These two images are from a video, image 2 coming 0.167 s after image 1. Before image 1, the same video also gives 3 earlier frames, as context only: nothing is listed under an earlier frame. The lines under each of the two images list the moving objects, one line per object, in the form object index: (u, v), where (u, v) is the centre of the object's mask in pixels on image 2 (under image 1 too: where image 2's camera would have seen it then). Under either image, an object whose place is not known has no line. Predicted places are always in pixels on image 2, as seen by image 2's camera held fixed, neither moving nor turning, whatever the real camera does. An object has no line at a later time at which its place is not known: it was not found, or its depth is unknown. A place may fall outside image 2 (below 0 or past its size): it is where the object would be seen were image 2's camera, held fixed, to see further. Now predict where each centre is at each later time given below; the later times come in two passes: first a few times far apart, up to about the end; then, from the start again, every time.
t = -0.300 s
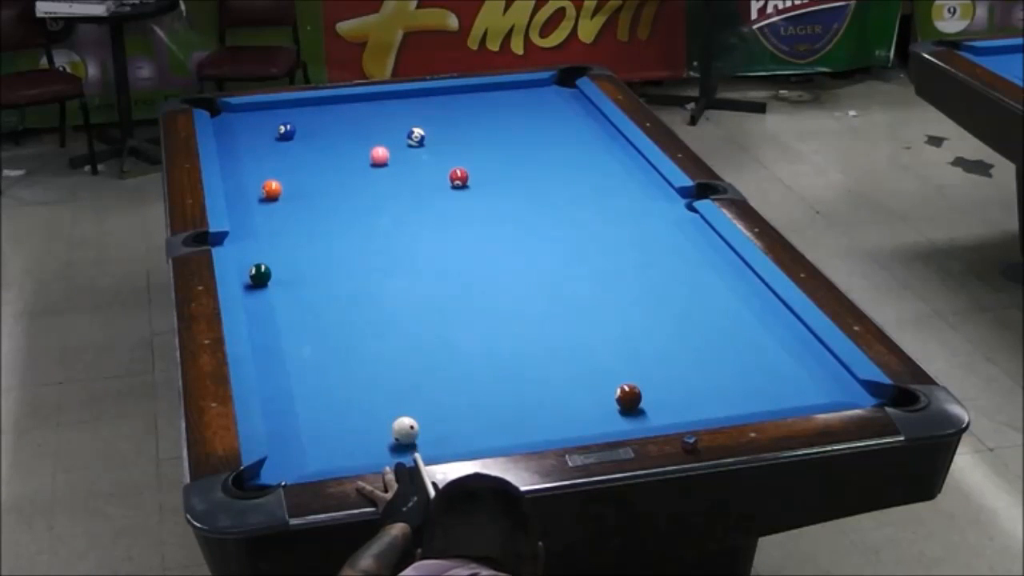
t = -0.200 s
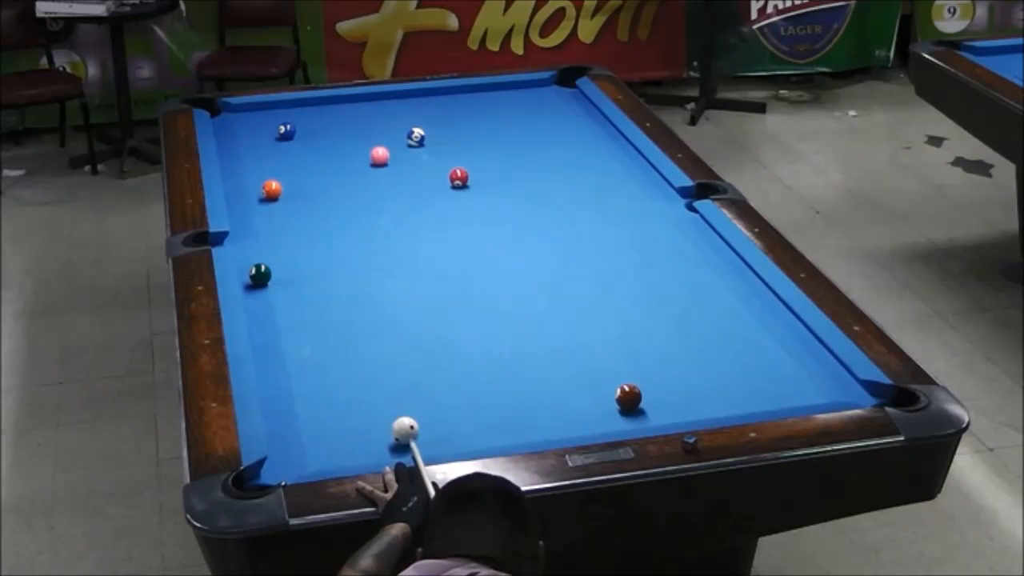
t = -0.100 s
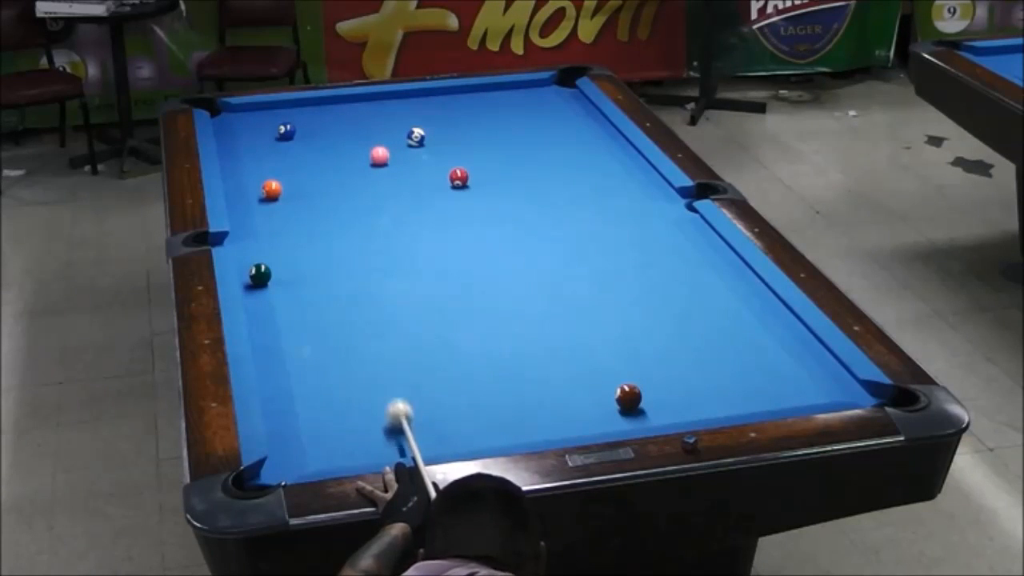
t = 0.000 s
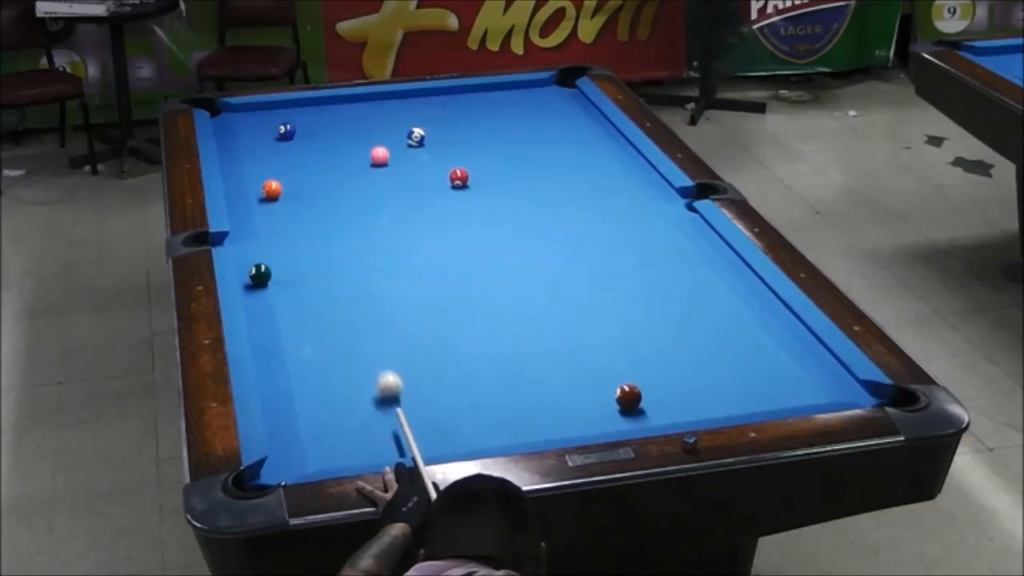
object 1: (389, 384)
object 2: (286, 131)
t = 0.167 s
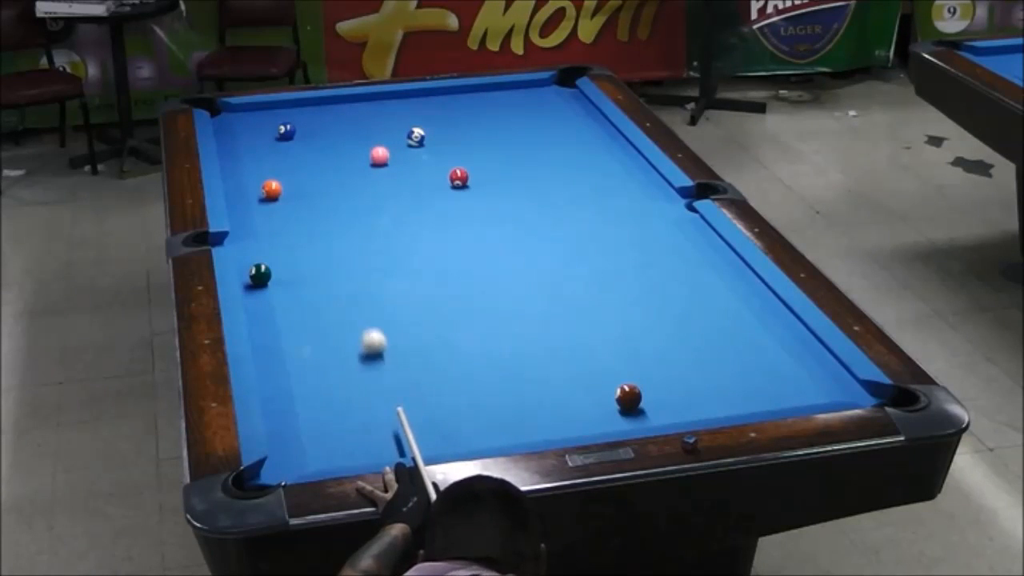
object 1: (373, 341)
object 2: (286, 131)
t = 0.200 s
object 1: (370, 333)
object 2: (286, 131)
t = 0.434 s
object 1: (352, 282)
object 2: (286, 131)
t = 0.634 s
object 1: (338, 245)
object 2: (286, 131)
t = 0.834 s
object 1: (326, 212)
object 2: (286, 131)
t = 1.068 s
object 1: (313, 179)
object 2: (286, 131)
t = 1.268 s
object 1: (304, 153)
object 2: (286, 131)
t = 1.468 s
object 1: (301, 133)
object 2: (281, 129)
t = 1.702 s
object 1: (322, 122)
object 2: (253, 119)
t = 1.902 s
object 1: (338, 112)
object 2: (234, 110)
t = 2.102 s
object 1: (353, 103)
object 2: (222, 112)
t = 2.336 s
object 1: (369, 97)
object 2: (222, 116)
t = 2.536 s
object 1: (381, 100)
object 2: (227, 120)
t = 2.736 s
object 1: (392, 103)
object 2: (238, 122)
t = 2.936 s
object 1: (403, 105)
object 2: (245, 123)
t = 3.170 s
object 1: (415, 107)
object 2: (252, 126)
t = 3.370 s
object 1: (424, 109)
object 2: (257, 128)
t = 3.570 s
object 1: (432, 111)
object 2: (262, 128)
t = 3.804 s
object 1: (442, 113)
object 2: (267, 130)
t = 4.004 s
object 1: (448, 115)
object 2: (270, 131)
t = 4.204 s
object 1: (454, 116)
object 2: (272, 132)
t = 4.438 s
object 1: (460, 117)
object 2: (274, 132)
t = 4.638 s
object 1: (465, 119)
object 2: (274, 133)
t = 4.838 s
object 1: (469, 120)
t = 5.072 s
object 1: (472, 120)
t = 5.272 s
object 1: (474, 120)
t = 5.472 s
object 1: (476, 121)
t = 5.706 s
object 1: (476, 121)
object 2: (276, 132)
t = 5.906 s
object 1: (477, 121)
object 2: (276, 133)
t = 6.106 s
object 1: (477, 121)
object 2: (275, 133)
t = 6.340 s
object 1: (477, 121)
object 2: (276, 132)
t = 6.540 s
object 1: (477, 121)
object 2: (275, 133)
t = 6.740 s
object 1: (476, 121)
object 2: (276, 132)
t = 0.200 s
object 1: (370, 333)
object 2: (286, 131)
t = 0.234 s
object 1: (368, 325)
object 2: (286, 131)
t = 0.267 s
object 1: (365, 317)
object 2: (286, 131)
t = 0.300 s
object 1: (362, 310)
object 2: (286, 131)
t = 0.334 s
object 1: (360, 303)
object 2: (286, 131)
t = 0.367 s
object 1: (357, 296)
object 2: (286, 131)
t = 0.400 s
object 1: (355, 289)
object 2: (286, 131)
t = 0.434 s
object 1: (352, 282)
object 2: (286, 131)
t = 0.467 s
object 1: (349, 276)
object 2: (286, 131)
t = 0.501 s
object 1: (348, 269)
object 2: (286, 131)
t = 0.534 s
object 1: (345, 263)
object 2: (286, 131)
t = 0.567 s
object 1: (343, 257)
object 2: (286, 131)
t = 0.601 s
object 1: (341, 251)
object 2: (286, 131)
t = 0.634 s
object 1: (338, 245)
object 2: (286, 131)
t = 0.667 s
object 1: (336, 239)
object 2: (286, 131)
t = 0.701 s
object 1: (334, 233)
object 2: (286, 131)
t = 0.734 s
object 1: (332, 228)
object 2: (286, 131)
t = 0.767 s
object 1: (330, 222)
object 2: (286, 131)
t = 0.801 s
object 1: (328, 217)
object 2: (286, 131)
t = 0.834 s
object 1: (326, 212)
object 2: (286, 131)
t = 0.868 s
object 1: (324, 207)
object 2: (286, 131)
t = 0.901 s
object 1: (322, 202)
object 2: (286, 131)
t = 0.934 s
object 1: (320, 197)
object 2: (286, 131)
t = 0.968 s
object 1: (319, 193)
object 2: (286, 131)
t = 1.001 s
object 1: (317, 188)
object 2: (286, 131)
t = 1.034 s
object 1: (315, 183)
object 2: (286, 131)
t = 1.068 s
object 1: (313, 179)
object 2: (286, 131)
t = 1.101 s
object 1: (311, 174)
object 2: (286, 131)
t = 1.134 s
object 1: (310, 170)
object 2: (286, 131)
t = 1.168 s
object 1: (308, 166)
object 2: (286, 131)
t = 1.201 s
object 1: (306, 162)
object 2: (286, 131)
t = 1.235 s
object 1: (305, 157)
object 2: (286, 131)
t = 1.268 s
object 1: (304, 153)
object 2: (286, 131)
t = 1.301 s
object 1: (302, 149)
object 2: (286, 131)
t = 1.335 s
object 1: (301, 145)
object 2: (285, 131)
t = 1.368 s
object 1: (299, 142)
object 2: (285, 131)
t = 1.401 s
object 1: (298, 138)
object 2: (284, 131)
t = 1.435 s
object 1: (298, 135)
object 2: (283, 131)
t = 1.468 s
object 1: (301, 133)
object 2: (281, 129)
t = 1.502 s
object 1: (305, 131)
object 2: (275, 128)
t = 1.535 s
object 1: (308, 130)
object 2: (271, 126)
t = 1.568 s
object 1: (311, 128)
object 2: (267, 124)
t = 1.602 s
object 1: (313, 127)
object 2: (263, 123)
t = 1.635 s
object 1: (316, 125)
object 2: (260, 122)
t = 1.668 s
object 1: (319, 123)
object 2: (256, 121)
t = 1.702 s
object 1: (322, 122)
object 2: (253, 119)
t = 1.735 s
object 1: (325, 120)
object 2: (251, 118)
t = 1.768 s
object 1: (327, 118)
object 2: (247, 116)
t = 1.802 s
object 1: (330, 116)
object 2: (243, 114)
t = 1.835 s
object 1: (333, 115)
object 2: (240, 112)
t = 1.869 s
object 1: (335, 114)
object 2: (237, 112)
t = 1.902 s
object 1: (338, 112)
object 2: (234, 110)
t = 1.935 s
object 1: (341, 111)
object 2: (232, 110)
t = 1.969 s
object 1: (344, 109)
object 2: (231, 110)
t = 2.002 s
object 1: (346, 108)
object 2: (228, 111)
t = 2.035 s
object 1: (348, 106)
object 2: (224, 111)
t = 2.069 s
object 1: (351, 105)
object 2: (223, 111)
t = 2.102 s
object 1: (353, 103)
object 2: (222, 112)
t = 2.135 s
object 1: (356, 102)
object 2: (221, 112)
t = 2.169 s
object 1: (358, 100)
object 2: (219, 112)
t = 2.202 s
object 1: (361, 99)
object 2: (219, 114)
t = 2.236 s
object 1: (363, 98)
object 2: (220, 114)
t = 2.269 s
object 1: (365, 97)
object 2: (221, 115)
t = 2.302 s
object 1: (367, 97)
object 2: (221, 115)
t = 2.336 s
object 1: (369, 97)
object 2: (222, 116)
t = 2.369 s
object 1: (371, 98)
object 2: (222, 116)
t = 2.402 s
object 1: (373, 98)
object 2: (224, 119)
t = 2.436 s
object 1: (375, 99)
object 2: (224, 119)
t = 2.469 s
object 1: (377, 99)
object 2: (225, 119)
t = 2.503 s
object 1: (379, 100)
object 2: (226, 119)
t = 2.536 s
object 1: (381, 100)
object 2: (227, 120)
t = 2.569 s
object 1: (383, 100)
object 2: (232, 120)
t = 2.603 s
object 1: (385, 101)
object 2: (235, 120)
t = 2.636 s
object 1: (387, 101)
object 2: (236, 121)
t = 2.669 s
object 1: (389, 102)
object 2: (236, 122)
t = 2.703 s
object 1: (391, 102)
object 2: (237, 122)
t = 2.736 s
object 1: (392, 103)
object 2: (238, 122)
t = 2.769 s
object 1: (394, 103)
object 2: (239, 123)
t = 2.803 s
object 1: (396, 103)
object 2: (240, 123)
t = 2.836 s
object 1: (398, 104)
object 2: (242, 123)
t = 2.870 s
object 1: (400, 104)
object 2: (243, 123)
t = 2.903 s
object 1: (402, 105)
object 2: (244, 123)
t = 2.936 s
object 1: (403, 105)
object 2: (245, 123)
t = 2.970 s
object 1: (405, 105)
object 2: (247, 124)
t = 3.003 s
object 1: (407, 106)
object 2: (248, 124)
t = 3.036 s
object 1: (409, 106)
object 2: (249, 124)
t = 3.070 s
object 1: (410, 106)
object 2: (250, 125)
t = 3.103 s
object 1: (412, 107)
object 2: (251, 125)
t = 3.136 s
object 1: (413, 107)
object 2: (251, 126)
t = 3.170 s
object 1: (415, 107)
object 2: (252, 126)
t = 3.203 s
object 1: (417, 107)
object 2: (253, 126)
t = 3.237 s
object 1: (418, 108)
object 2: (254, 127)
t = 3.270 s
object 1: (420, 108)
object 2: (255, 127)
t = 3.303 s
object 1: (421, 109)
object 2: (255, 127)
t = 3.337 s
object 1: (423, 109)
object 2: (256, 127)
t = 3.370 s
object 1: (424, 109)
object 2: (257, 128)
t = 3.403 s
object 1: (426, 110)
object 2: (258, 128)
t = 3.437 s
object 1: (427, 110)
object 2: (259, 128)
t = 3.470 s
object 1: (429, 111)
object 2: (260, 128)
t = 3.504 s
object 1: (430, 111)
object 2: (261, 128)
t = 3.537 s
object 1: (431, 111)
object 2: (262, 128)
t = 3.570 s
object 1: (432, 111)
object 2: (262, 128)
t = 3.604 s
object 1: (434, 112)
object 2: (263, 128)
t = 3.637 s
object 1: (435, 112)
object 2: (264, 129)
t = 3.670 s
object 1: (436, 112)
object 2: (264, 129)
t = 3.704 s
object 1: (438, 112)
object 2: (265, 129)
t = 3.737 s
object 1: (439, 113)
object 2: (266, 129)
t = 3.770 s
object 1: (441, 113)
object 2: (266, 129)
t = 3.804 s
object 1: (442, 113)
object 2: (267, 130)
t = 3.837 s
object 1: (443, 113)
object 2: (267, 130)
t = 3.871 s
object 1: (444, 114)
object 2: (268, 130)
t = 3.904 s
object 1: (445, 114)
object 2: (268, 130)
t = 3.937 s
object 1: (446, 114)
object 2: (269, 131)
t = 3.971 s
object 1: (447, 114)
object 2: (269, 131)
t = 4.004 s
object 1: (448, 115)
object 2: (270, 131)
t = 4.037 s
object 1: (450, 115)
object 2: (270, 131)
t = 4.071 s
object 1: (450, 115)
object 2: (270, 131)
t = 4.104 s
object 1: (451, 116)
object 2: (271, 132)
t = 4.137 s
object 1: (452, 116)
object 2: (271, 132)
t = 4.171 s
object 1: (454, 116)
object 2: (272, 132)
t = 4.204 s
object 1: (454, 116)
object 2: (272, 132)
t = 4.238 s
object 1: (455, 116)
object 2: (272, 132)
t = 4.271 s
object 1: (456, 116)
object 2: (272, 132)
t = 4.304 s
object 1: (457, 117)
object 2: (273, 132)
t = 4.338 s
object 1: (458, 117)
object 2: (273, 132)
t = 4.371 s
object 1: (459, 117)
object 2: (273, 132)
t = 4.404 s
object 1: (460, 117)
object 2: (274, 132)
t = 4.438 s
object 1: (460, 117)
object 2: (274, 132)
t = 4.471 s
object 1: (461, 117)
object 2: (274, 132)
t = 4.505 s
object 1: (462, 118)
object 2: (274, 133)
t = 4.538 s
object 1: (463, 118)
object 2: (274, 133)
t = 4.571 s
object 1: (463, 118)
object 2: (274, 133)
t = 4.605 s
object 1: (464, 118)
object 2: (274, 133)
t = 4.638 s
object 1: (465, 119)
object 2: (274, 133)
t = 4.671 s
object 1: (465, 119)
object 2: (274, 133)
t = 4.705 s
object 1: (466, 119)
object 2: (273, 133)
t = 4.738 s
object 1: (467, 119)
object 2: (272, 133)
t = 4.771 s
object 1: (467, 119)
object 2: (269, 133)
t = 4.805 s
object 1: (468, 119)
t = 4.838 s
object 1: (469, 120)
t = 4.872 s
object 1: (469, 120)
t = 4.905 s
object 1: (470, 120)
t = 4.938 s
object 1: (470, 120)
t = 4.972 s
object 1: (471, 120)
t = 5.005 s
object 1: (471, 120)
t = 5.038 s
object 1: (472, 120)
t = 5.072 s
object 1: (472, 120)
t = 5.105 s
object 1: (473, 120)
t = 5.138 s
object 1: (473, 120)
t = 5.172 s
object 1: (473, 120)
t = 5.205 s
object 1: (474, 120)
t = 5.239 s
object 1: (474, 120)
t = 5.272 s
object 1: (474, 120)
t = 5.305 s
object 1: (474, 120)
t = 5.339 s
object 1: (475, 120)
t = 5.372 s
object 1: (475, 120)
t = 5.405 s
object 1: (475, 121)
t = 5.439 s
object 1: (476, 121)
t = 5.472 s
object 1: (476, 121)
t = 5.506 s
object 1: (476, 121)
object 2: (275, 132)
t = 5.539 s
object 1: (476, 121)
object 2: (275, 132)
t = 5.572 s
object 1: (476, 121)
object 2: (275, 132)
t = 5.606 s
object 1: (476, 121)
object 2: (276, 132)
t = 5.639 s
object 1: (476, 121)
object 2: (276, 132)
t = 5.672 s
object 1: (476, 121)
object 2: (276, 132)
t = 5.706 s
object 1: (476, 121)
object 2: (276, 132)
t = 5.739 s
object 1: (477, 121)
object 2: (276, 132)
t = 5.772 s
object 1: (477, 121)
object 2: (276, 132)
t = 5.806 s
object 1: (477, 121)
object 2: (276, 132)
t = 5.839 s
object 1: (477, 121)
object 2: (276, 132)
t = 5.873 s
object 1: (477, 121)
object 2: (276, 132)
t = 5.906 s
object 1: (477, 121)
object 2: (276, 133)
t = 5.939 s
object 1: (477, 121)
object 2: (275, 132)
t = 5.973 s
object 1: (477, 121)
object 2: (275, 132)
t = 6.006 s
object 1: (477, 121)
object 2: (275, 132)
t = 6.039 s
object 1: (477, 121)
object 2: (275, 133)
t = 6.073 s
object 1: (477, 121)
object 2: (275, 133)
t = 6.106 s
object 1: (477, 121)
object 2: (275, 133)
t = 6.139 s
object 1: (477, 121)
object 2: (275, 133)
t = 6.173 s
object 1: (477, 121)
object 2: (275, 132)
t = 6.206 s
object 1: (477, 121)
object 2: (275, 133)
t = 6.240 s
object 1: (477, 121)
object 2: (276, 132)
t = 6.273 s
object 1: (477, 121)
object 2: (276, 132)
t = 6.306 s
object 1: (477, 121)
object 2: (276, 132)
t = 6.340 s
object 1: (477, 121)
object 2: (276, 132)
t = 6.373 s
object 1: (477, 121)
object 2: (275, 133)
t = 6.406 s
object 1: (477, 121)
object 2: (275, 133)
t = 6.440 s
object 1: (476, 121)
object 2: (275, 133)
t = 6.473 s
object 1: (476, 121)
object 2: (275, 133)
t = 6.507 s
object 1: (477, 121)
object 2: (275, 133)
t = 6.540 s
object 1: (477, 121)
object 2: (275, 133)
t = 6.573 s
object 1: (477, 121)
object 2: (276, 132)
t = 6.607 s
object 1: (477, 121)
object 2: (276, 132)
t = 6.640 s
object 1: (476, 121)
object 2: (276, 132)
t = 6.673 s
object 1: (476, 121)
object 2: (275, 132)
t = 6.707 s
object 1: (476, 121)
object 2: (276, 132)
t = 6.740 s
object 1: (476, 121)
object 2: (276, 132)
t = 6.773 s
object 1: (476, 121)
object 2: (276, 132)
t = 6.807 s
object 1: (476, 121)
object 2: (276, 132)
